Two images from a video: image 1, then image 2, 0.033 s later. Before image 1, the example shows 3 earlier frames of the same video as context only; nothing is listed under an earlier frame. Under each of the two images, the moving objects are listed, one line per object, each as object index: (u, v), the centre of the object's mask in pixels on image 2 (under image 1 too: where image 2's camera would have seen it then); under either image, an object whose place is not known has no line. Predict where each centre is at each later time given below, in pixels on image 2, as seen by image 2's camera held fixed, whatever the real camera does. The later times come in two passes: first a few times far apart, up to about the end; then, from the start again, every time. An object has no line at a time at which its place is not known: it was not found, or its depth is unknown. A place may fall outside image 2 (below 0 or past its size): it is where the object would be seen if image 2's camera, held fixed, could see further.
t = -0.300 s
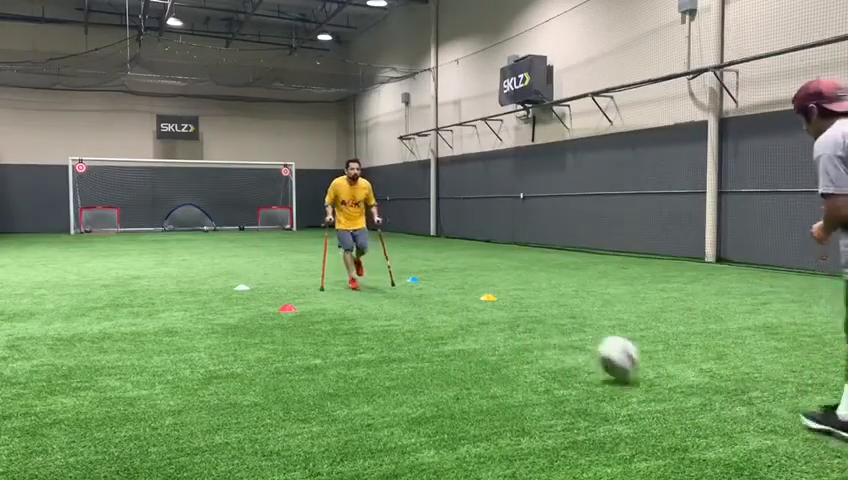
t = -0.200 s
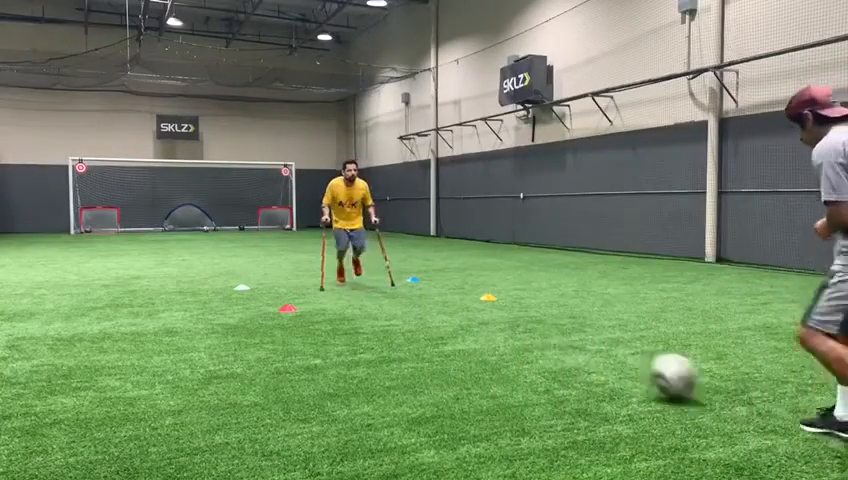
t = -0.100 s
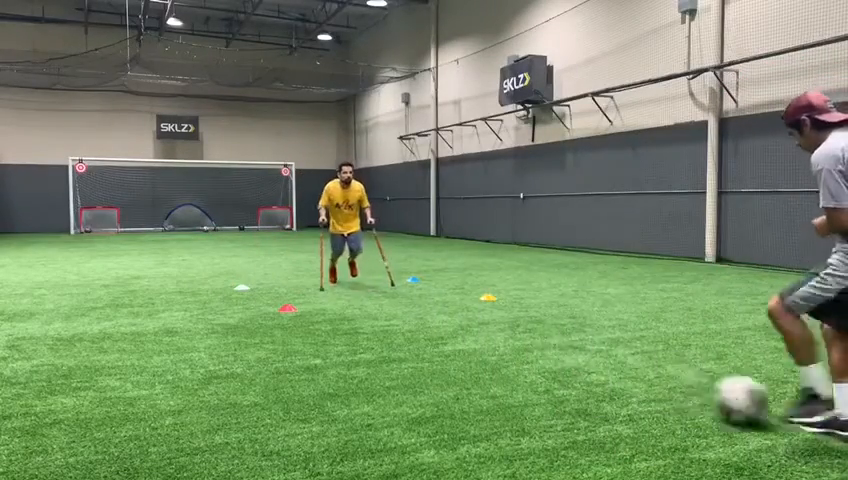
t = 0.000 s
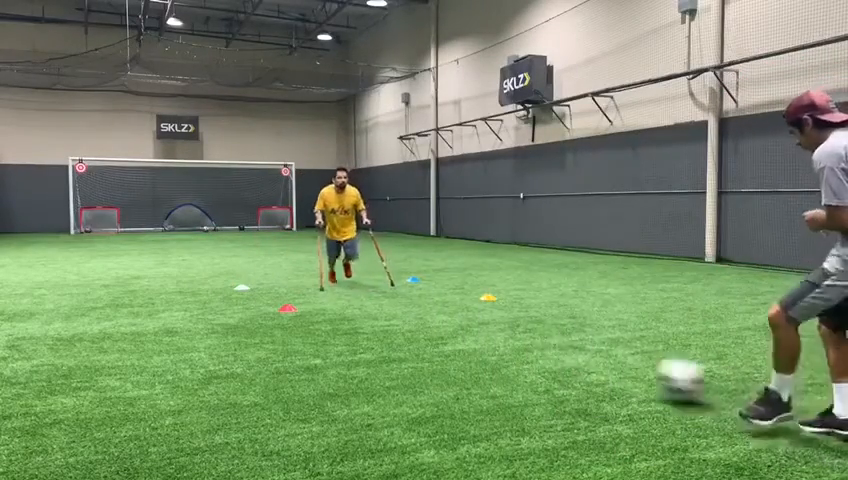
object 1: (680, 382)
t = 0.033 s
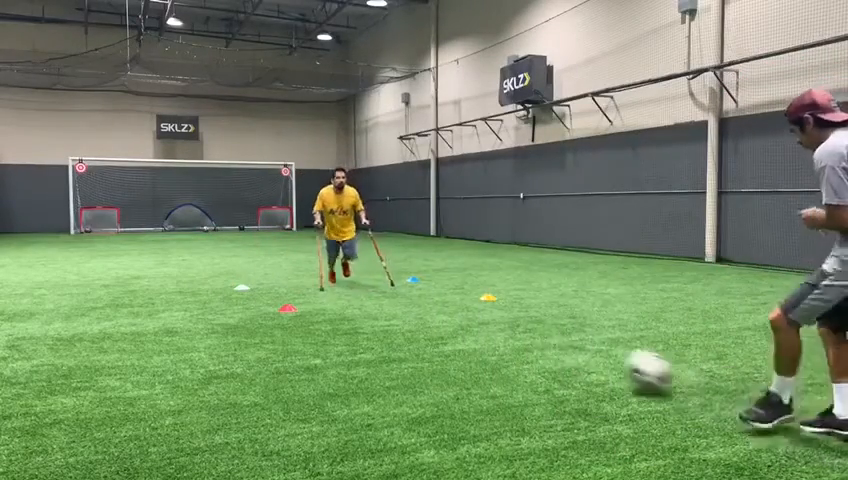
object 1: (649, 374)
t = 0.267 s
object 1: (513, 331)
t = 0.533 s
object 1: (444, 311)
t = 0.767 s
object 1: (409, 300)
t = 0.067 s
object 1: (624, 364)
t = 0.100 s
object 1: (598, 356)
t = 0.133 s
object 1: (576, 351)
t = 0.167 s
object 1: (556, 346)
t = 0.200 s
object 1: (541, 341)
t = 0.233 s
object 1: (527, 335)
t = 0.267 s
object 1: (513, 331)
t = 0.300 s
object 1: (501, 328)
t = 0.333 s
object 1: (490, 326)
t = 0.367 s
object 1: (481, 322)
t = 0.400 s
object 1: (473, 319)
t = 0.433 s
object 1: (464, 315)
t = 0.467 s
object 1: (458, 315)
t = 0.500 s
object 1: (450, 314)
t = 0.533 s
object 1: (444, 311)
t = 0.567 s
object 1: (439, 308)
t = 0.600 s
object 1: (434, 306)
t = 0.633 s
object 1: (429, 306)
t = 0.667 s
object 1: (423, 305)
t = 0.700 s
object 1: (418, 303)
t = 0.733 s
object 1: (414, 302)
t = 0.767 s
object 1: (409, 300)
